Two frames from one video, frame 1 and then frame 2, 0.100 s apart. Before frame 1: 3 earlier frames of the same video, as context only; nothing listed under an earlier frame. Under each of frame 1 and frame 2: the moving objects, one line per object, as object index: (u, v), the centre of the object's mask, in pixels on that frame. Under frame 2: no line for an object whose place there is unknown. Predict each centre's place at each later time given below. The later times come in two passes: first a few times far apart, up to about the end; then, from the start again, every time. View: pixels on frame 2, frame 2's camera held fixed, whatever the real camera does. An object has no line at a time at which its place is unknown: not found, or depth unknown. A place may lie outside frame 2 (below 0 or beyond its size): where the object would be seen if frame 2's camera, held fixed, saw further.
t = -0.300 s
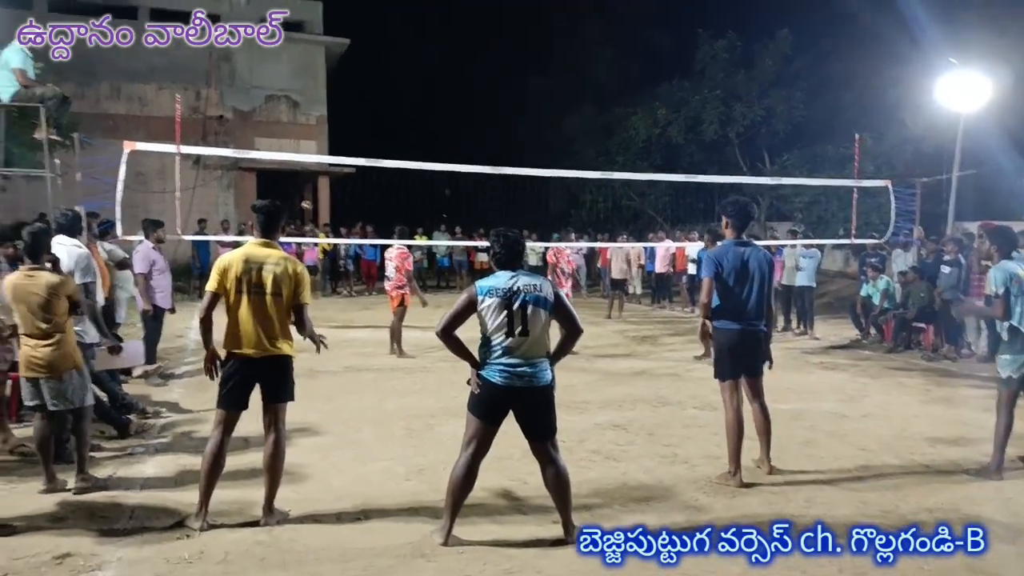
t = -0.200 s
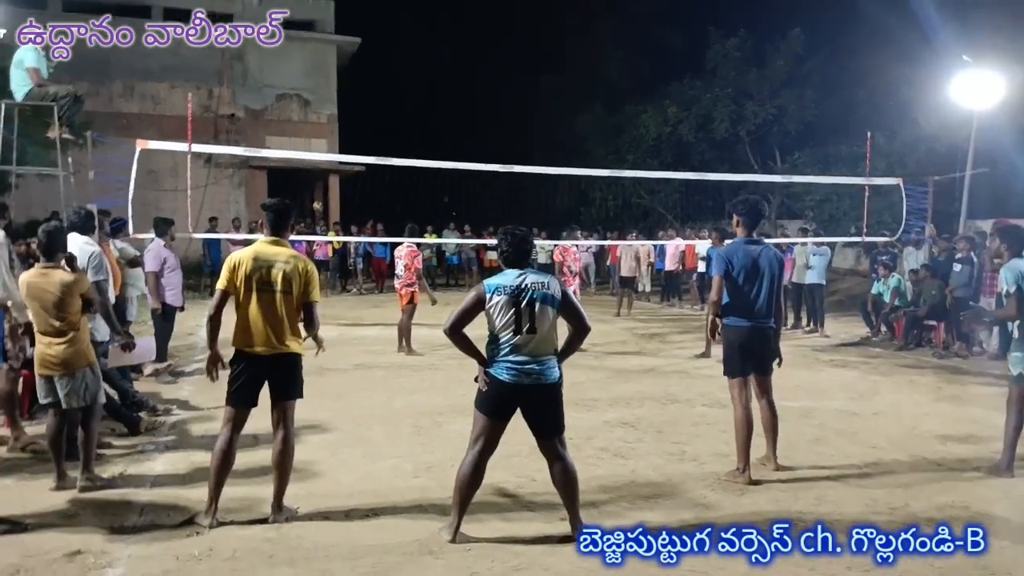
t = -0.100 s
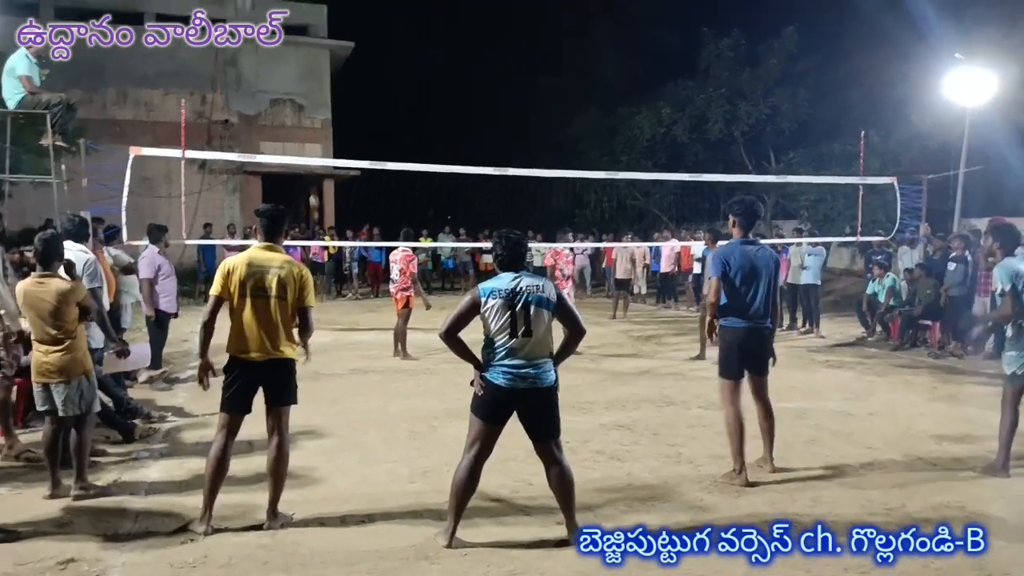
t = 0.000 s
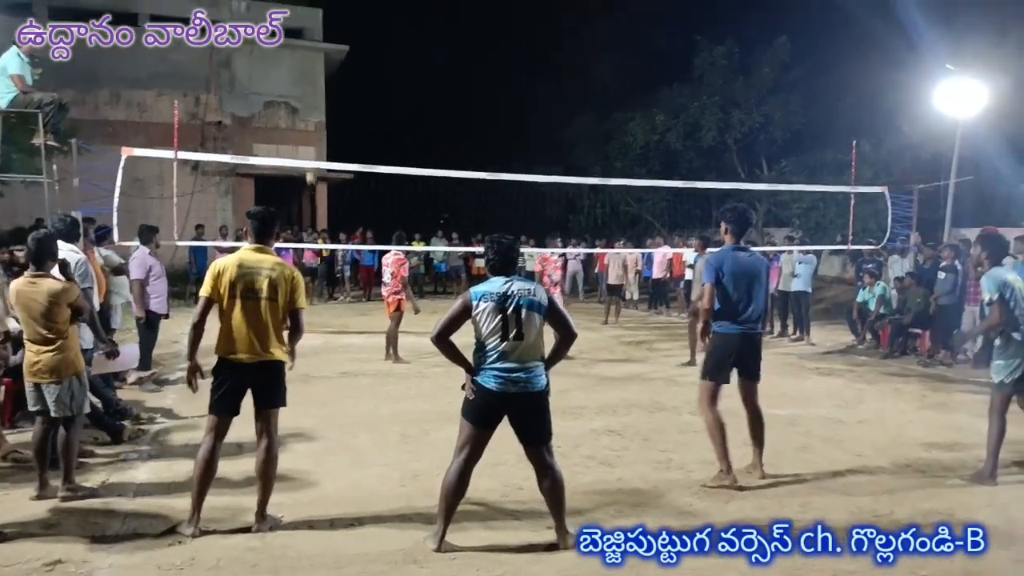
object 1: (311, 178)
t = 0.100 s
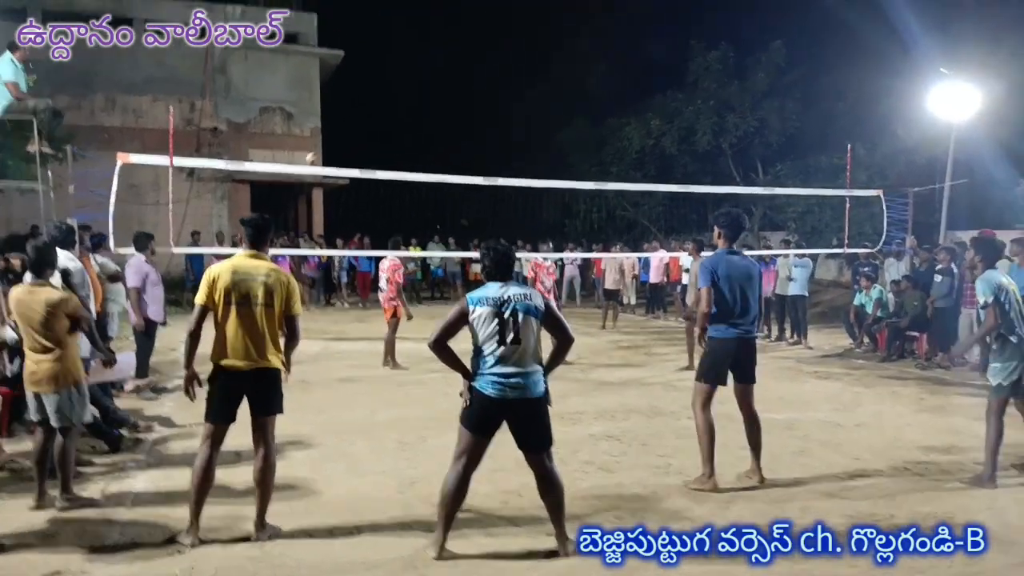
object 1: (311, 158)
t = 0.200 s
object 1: (318, 135)
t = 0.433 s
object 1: (335, 93)
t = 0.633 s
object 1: (358, 77)
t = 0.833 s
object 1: (392, 102)
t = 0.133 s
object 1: (312, 150)
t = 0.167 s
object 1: (315, 142)
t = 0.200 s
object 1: (318, 135)
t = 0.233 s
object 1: (320, 128)
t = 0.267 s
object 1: (323, 121)
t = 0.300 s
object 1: (325, 115)
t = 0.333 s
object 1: (327, 109)
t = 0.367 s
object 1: (330, 103)
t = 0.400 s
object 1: (332, 97)
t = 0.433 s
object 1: (335, 93)
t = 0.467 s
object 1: (338, 89)
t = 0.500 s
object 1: (342, 85)
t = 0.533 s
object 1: (345, 82)
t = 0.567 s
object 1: (349, 79)
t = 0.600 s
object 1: (354, 78)
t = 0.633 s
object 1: (358, 77)
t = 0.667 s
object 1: (363, 77)
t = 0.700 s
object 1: (368, 79)
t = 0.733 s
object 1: (373, 82)
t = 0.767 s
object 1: (379, 87)
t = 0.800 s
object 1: (385, 94)
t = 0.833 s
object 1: (392, 102)
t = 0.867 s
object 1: (399, 114)
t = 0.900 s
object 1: (406, 128)
